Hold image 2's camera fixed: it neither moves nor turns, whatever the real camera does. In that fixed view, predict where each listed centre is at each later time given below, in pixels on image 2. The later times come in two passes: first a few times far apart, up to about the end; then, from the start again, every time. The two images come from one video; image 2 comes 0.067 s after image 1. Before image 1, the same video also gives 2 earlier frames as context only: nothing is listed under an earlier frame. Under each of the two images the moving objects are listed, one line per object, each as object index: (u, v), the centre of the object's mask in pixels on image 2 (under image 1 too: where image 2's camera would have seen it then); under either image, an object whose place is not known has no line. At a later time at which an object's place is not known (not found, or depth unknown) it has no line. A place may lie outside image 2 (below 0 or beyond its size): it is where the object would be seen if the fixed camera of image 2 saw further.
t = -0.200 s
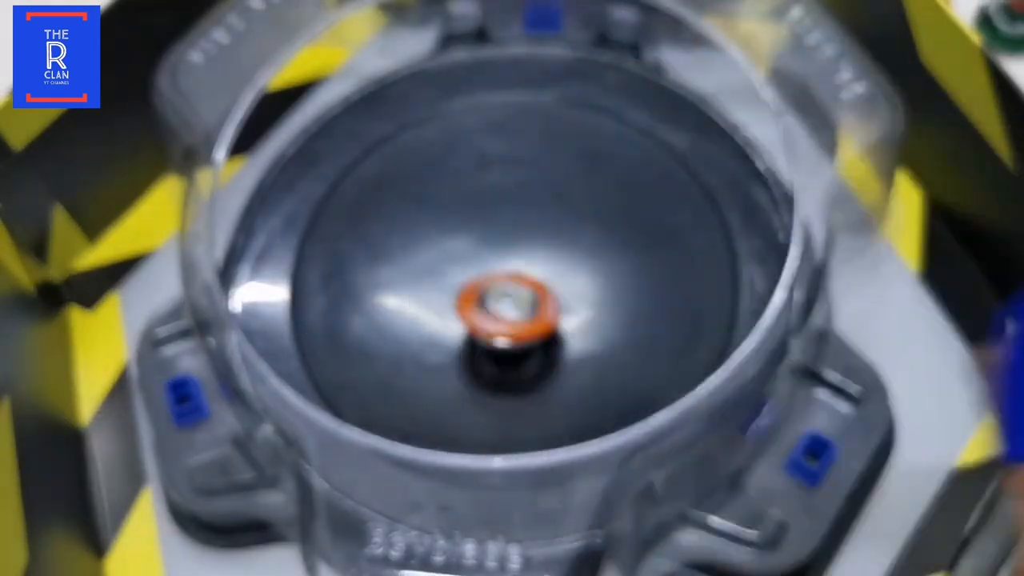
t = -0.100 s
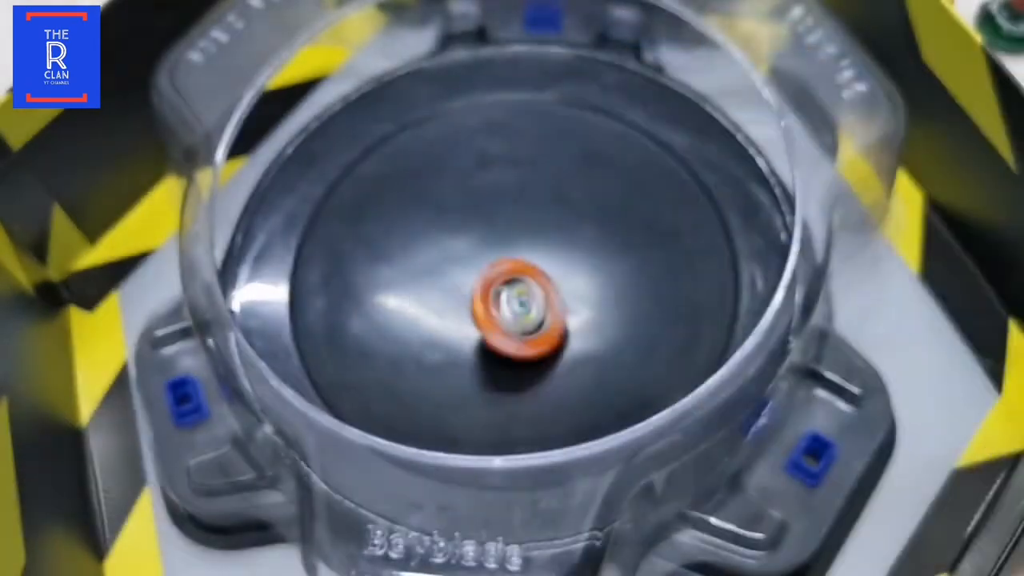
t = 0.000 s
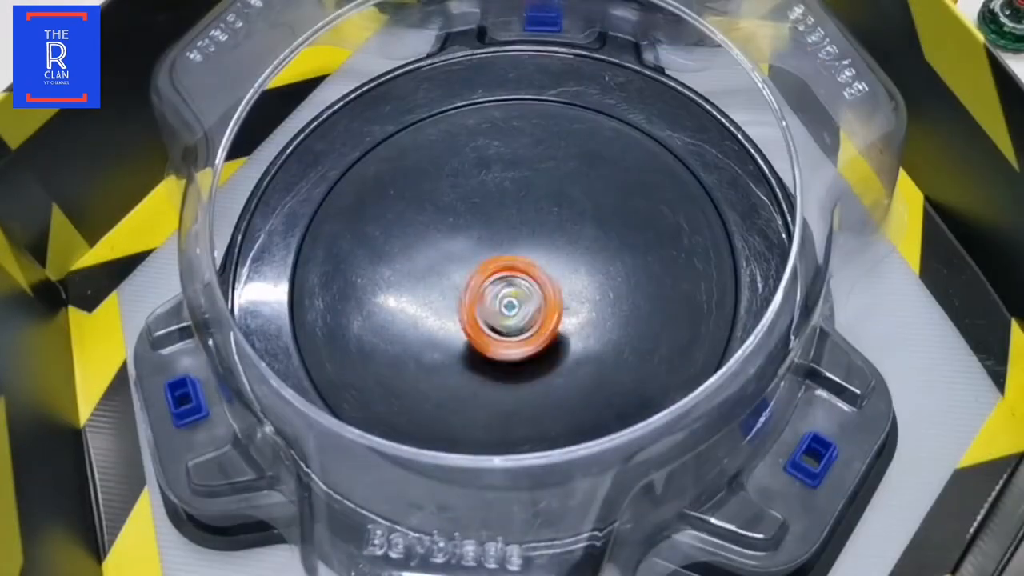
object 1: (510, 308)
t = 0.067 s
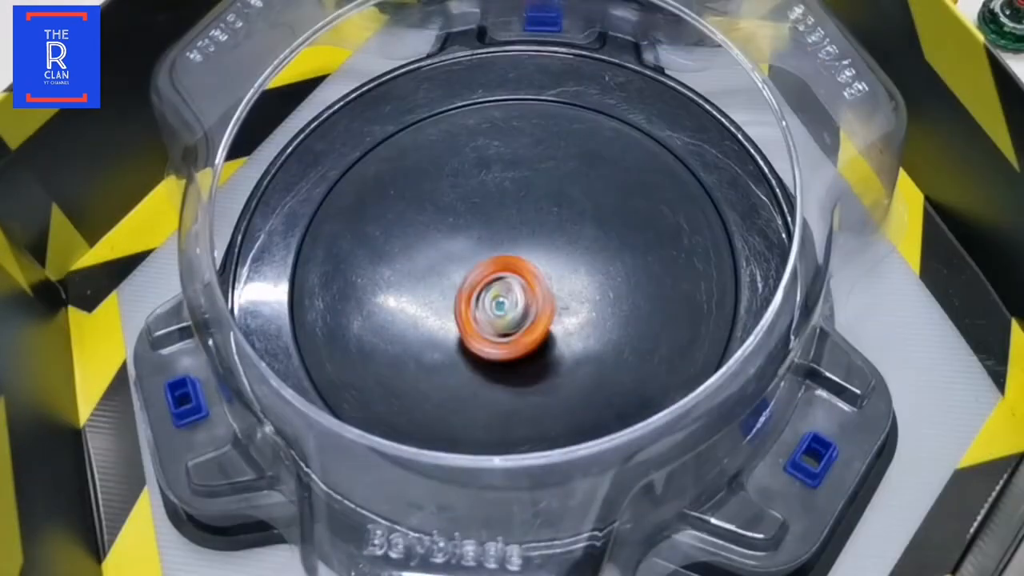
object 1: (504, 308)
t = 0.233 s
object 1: (506, 304)
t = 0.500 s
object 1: (497, 317)
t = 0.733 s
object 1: (511, 307)
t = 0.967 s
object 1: (494, 309)
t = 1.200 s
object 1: (504, 308)
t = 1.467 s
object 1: (497, 309)
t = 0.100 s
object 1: (501, 307)
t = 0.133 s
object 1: (502, 306)
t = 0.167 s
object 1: (503, 305)
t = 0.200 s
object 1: (505, 305)
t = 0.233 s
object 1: (506, 304)
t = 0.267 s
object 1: (509, 304)
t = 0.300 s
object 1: (510, 306)
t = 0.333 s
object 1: (512, 307)
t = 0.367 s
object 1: (511, 309)
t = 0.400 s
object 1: (508, 311)
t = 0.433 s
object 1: (505, 312)
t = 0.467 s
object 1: (501, 316)
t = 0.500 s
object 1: (497, 317)
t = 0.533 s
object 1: (497, 314)
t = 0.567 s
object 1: (498, 312)
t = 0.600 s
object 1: (500, 310)
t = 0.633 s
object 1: (502, 309)
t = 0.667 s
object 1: (506, 307)
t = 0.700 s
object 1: (508, 306)
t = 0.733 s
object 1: (511, 307)
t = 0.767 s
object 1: (510, 307)
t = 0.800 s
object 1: (509, 310)
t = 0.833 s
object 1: (506, 311)
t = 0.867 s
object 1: (502, 313)
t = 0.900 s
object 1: (497, 314)
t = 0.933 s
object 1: (494, 312)
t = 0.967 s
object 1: (494, 309)
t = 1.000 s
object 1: (497, 307)
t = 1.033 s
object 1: (500, 307)
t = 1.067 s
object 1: (503, 304)
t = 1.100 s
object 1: (505, 303)
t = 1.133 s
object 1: (508, 304)
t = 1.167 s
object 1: (507, 306)
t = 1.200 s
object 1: (504, 308)
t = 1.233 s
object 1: (499, 311)
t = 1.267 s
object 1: (493, 314)
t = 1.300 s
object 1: (487, 315)
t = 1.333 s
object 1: (484, 314)
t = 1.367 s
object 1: (486, 312)
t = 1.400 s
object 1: (488, 311)
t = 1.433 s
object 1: (493, 311)
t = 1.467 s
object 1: (497, 309)
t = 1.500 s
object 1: (503, 310)
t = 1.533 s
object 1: (506, 312)
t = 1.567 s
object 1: (507, 314)
